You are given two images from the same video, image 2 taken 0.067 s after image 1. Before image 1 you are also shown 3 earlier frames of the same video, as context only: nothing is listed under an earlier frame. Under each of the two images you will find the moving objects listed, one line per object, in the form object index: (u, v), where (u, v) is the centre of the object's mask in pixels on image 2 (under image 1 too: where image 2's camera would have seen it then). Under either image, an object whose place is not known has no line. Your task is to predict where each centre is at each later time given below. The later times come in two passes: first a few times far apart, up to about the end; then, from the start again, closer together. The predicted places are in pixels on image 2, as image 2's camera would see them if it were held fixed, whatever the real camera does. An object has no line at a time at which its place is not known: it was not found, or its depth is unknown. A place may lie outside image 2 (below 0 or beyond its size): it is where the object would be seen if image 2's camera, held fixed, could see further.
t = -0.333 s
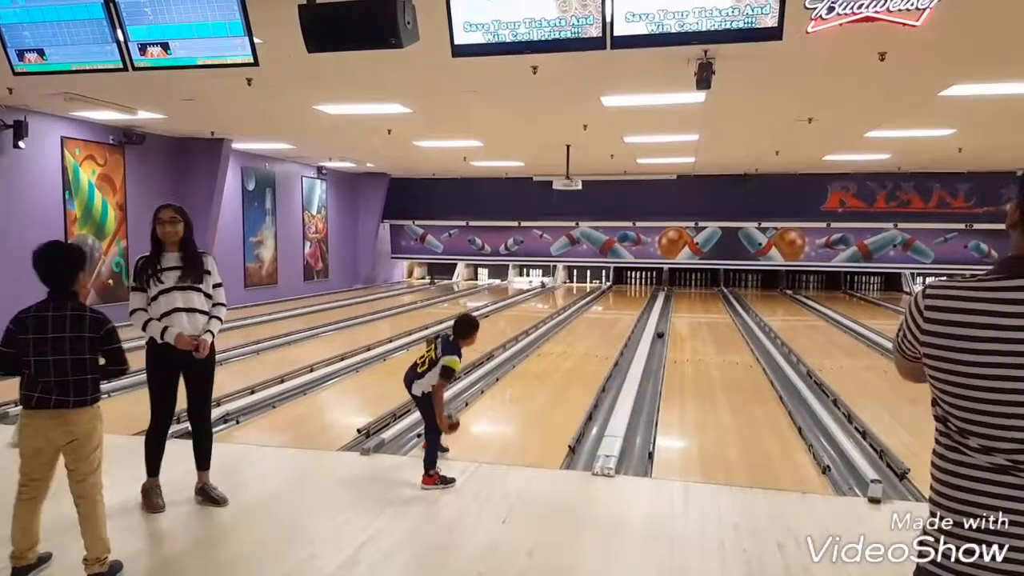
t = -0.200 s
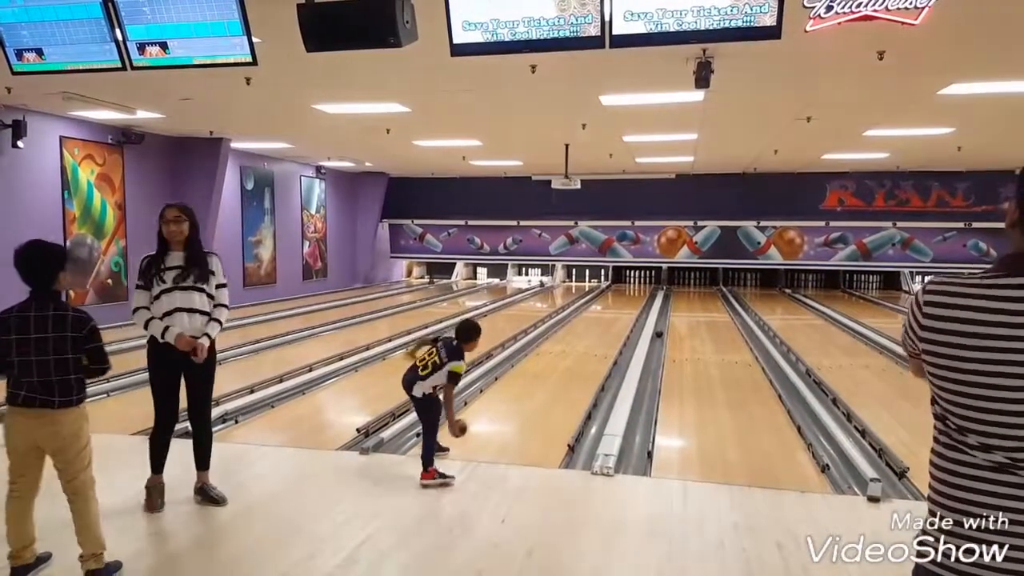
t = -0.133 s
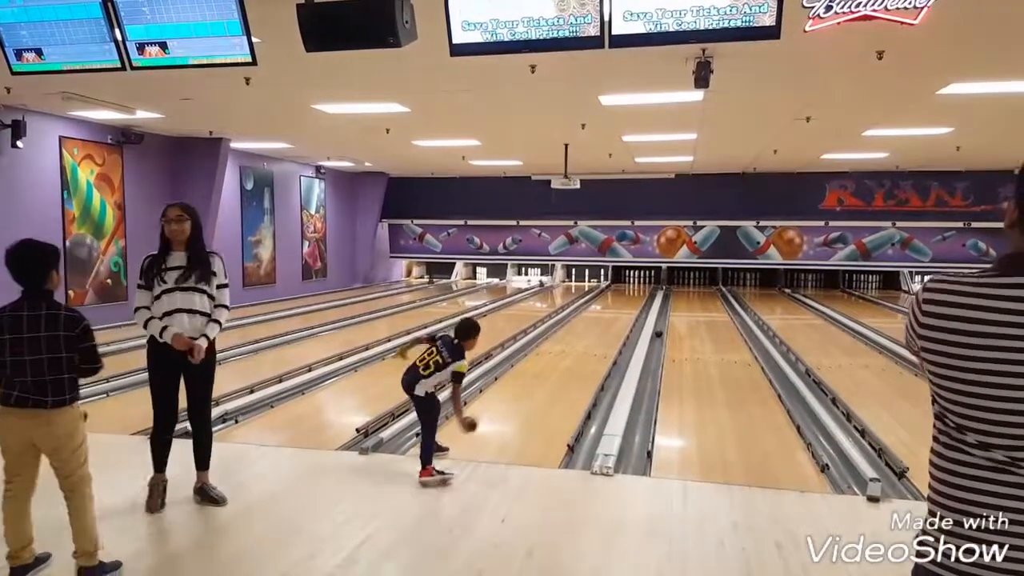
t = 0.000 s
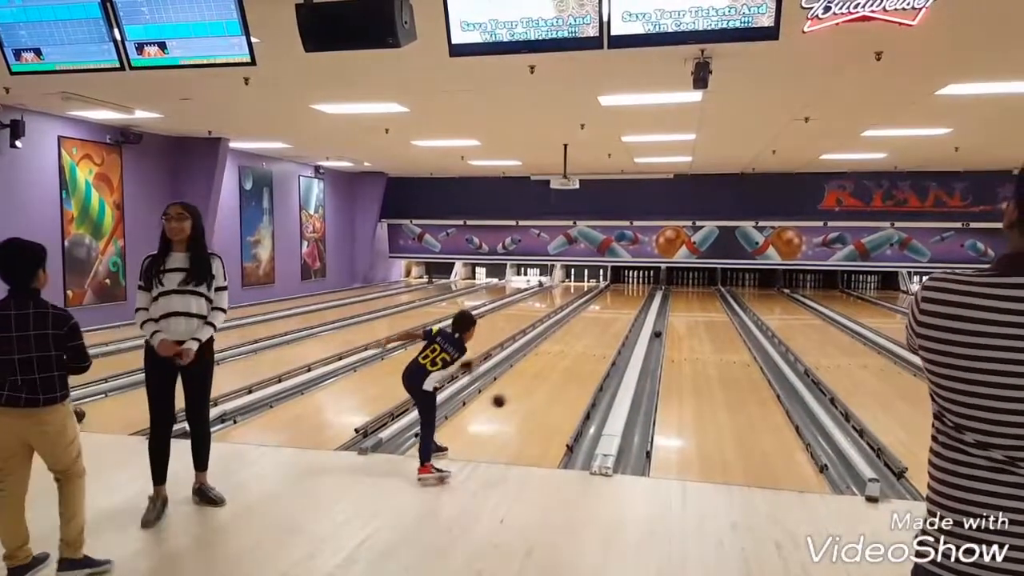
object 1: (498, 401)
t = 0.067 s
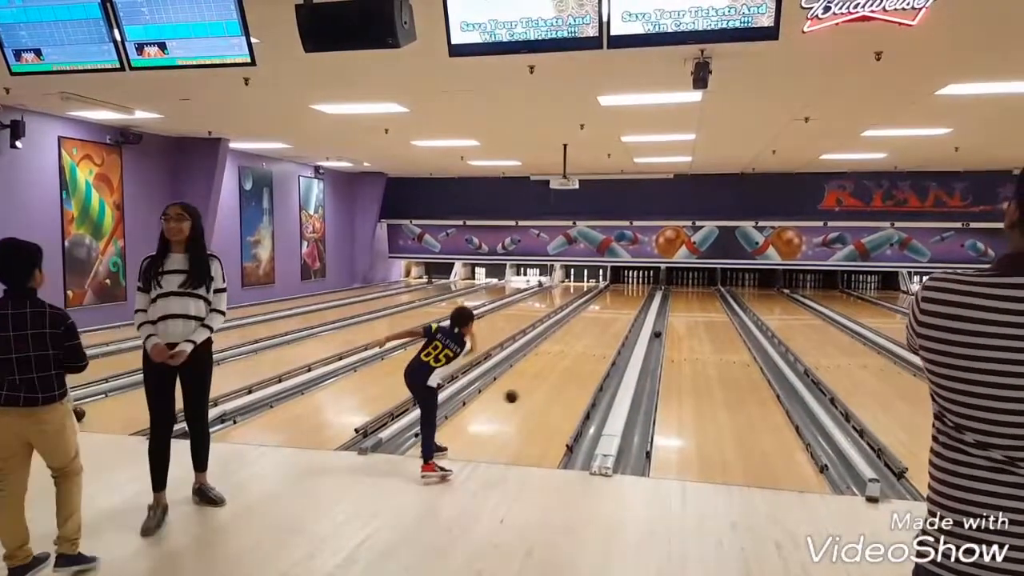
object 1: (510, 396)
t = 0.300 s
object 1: (546, 388)
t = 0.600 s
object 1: (580, 367)
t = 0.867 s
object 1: (600, 354)
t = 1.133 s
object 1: (614, 342)
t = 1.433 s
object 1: (618, 331)
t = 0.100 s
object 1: (517, 396)
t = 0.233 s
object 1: (537, 396)
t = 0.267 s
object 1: (542, 391)
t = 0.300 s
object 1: (546, 388)
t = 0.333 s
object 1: (550, 385)
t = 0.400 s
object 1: (559, 383)
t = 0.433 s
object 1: (563, 380)
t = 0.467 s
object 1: (567, 377)
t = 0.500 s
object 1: (570, 375)
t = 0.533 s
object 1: (573, 372)
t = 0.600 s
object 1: (580, 367)
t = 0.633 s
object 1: (583, 365)
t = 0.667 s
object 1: (586, 363)
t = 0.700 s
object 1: (589, 361)
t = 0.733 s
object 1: (592, 359)
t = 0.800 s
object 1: (594, 357)
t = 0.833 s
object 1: (597, 355)
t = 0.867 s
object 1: (600, 354)
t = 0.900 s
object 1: (602, 352)
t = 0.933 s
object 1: (604, 350)
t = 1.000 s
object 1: (609, 347)
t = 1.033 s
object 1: (611, 346)
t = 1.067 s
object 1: (613, 345)
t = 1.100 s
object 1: (614, 343)
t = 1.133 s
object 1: (614, 342)
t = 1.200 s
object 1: (615, 339)
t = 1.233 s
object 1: (615, 338)
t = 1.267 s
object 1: (615, 337)
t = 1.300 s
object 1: (616, 336)
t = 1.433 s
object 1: (618, 331)
